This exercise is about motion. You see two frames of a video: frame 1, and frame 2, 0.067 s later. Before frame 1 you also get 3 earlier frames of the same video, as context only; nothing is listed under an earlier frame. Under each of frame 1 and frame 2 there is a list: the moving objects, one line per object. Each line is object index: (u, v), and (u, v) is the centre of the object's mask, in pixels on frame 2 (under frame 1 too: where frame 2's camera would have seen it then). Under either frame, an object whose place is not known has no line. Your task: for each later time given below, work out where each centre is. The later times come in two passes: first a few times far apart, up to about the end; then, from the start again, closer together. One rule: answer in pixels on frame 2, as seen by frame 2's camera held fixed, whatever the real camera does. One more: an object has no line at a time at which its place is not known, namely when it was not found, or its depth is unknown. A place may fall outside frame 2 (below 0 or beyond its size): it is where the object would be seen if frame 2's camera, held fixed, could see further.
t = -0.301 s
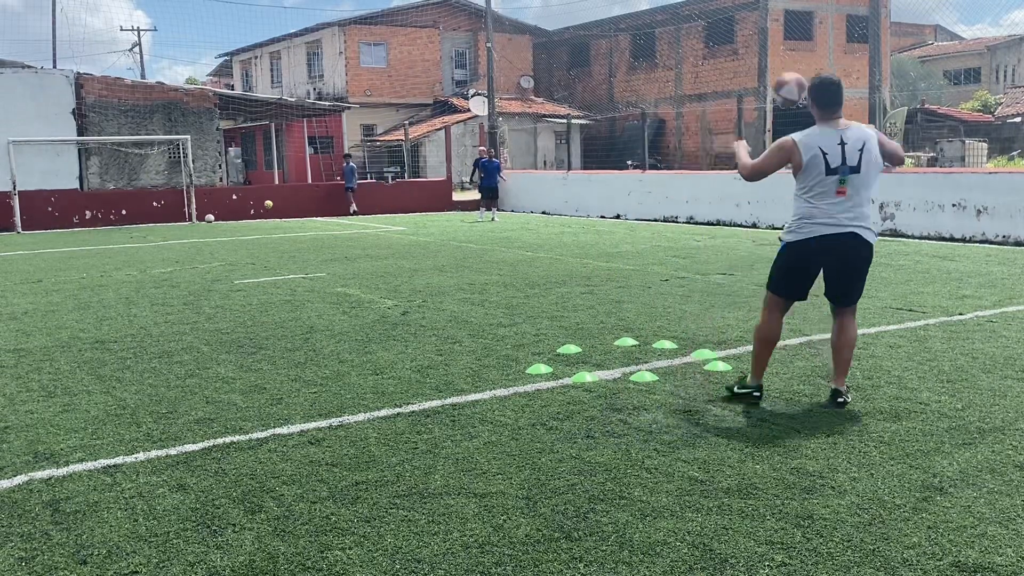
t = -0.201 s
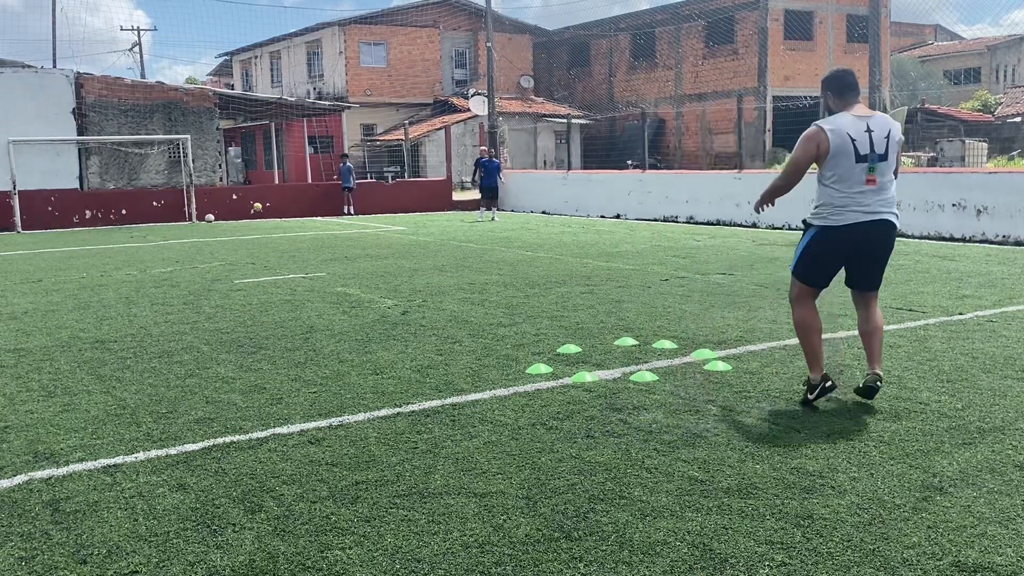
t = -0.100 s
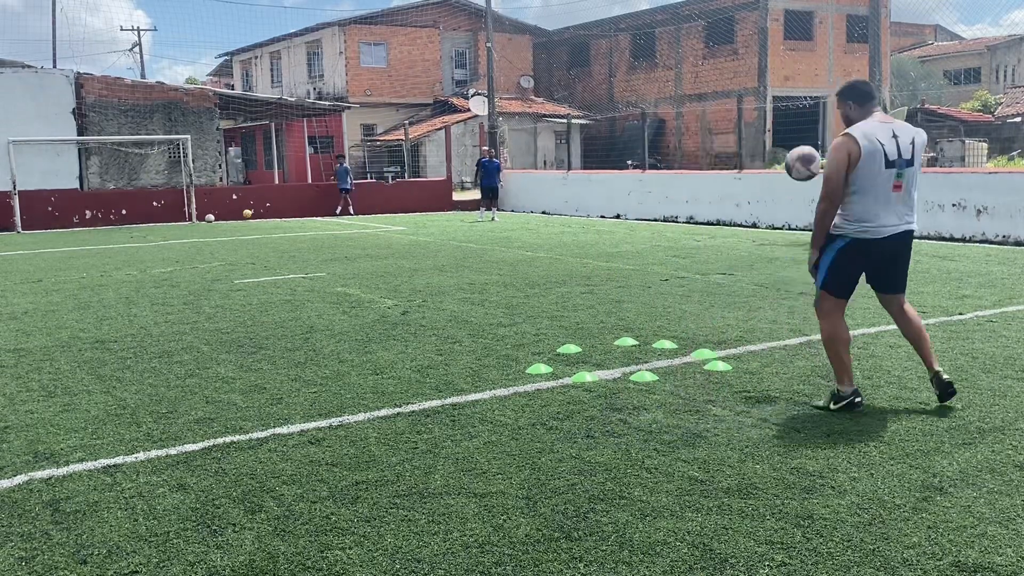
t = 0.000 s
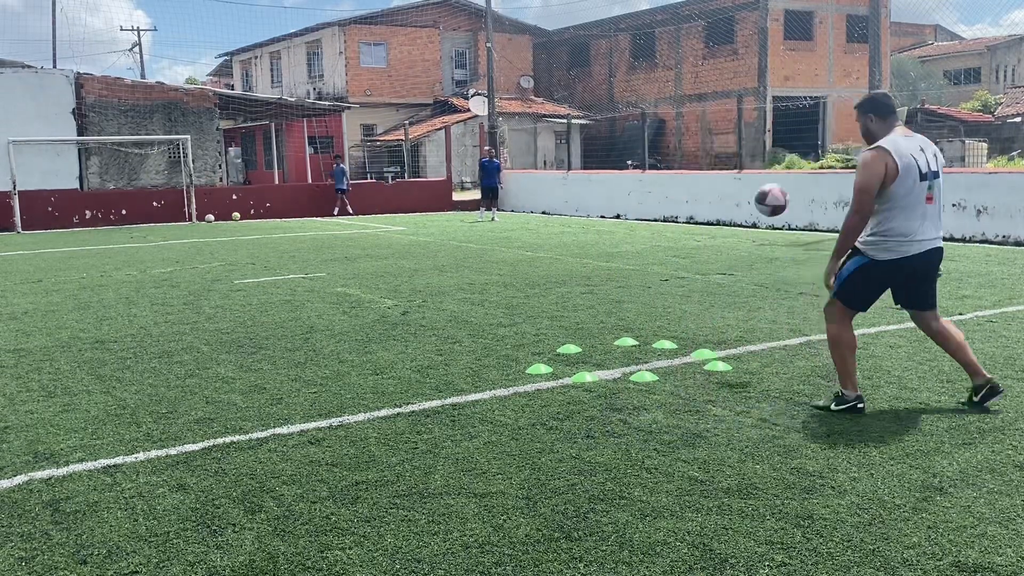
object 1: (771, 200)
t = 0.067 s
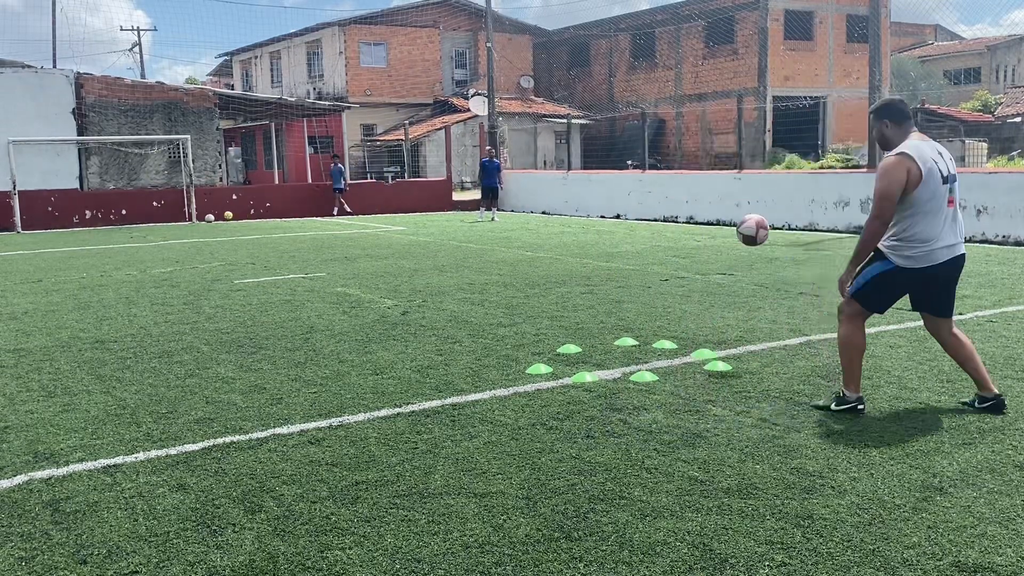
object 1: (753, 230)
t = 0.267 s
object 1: (706, 334)
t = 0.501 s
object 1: (675, 242)
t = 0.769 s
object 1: (647, 225)
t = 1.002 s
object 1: (626, 275)
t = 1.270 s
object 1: (607, 250)
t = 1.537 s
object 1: (592, 246)
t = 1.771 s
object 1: (582, 267)
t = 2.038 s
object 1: (570, 244)
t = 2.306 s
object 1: (561, 260)
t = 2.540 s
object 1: (555, 250)
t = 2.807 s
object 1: (549, 250)
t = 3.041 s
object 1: (545, 252)
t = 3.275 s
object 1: (542, 250)
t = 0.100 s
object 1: (743, 247)
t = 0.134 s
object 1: (735, 265)
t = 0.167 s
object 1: (727, 283)
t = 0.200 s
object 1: (720, 303)
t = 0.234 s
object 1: (712, 322)
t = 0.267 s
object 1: (706, 334)
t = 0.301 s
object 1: (702, 316)
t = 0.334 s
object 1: (697, 298)
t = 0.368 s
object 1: (692, 283)
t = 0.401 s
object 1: (687, 270)
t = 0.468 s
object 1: (680, 249)
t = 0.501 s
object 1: (675, 242)
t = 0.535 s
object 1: (672, 233)
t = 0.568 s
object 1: (668, 228)
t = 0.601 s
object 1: (664, 224)
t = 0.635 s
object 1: (660, 222)
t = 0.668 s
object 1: (657, 221)
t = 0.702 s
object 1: (653, 221)
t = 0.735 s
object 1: (650, 222)
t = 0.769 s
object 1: (647, 225)
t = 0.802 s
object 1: (644, 229)
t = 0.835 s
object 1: (640, 233)
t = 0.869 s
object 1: (637, 240)
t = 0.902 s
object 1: (635, 247)
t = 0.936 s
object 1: (632, 256)
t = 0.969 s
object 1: (629, 265)
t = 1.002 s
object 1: (626, 275)
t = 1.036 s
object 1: (624, 286)
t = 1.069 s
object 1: (621, 298)
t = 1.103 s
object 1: (619, 290)
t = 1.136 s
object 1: (616, 279)
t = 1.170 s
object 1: (613, 269)
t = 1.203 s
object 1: (612, 262)
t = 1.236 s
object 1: (609, 255)
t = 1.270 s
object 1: (607, 250)
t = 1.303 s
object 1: (606, 246)
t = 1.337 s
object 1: (603, 242)
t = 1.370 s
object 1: (601, 240)
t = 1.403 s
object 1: (599, 239)
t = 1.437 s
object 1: (597, 239)
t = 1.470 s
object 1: (596, 241)
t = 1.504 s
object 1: (594, 243)
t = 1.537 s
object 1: (592, 246)
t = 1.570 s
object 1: (590, 250)
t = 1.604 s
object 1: (589, 255)
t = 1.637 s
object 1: (588, 262)
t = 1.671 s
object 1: (586, 268)
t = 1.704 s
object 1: (585, 277)
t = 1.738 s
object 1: (583, 274)
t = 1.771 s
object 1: (582, 267)
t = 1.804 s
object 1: (580, 261)
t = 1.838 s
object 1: (578, 255)
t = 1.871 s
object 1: (577, 251)
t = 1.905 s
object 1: (575, 247)
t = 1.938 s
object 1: (574, 245)
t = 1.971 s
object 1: (572, 244)
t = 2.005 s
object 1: (571, 243)
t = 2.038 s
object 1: (570, 244)
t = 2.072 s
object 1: (568, 245)
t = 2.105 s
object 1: (567, 247)
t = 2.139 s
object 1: (566, 251)
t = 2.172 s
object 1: (564, 255)
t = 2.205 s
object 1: (563, 260)
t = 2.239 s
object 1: (562, 265)
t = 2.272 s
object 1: (562, 266)
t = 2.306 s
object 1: (561, 260)
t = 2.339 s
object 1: (559, 256)
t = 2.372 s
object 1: (558, 253)
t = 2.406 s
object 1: (558, 251)
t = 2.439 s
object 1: (557, 249)
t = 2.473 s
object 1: (556, 249)
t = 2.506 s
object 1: (556, 249)
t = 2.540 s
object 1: (555, 250)
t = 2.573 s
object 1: (554, 252)
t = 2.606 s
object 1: (554, 255)
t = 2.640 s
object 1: (553, 259)
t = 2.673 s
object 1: (552, 261)
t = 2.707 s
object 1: (551, 256)
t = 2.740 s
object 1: (551, 254)
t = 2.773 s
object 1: (550, 252)
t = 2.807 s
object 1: (549, 250)
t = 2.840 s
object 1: (549, 250)
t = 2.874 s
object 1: (548, 250)
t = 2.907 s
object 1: (548, 251)
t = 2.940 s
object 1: (547, 253)
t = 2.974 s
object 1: (546, 256)
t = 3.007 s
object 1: (545, 254)
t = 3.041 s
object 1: (545, 252)
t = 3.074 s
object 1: (544, 250)
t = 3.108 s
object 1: (544, 250)
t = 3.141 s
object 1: (544, 250)
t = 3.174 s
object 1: (543, 251)
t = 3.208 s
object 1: (543, 252)
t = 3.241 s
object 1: (543, 252)
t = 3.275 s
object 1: (542, 250)
